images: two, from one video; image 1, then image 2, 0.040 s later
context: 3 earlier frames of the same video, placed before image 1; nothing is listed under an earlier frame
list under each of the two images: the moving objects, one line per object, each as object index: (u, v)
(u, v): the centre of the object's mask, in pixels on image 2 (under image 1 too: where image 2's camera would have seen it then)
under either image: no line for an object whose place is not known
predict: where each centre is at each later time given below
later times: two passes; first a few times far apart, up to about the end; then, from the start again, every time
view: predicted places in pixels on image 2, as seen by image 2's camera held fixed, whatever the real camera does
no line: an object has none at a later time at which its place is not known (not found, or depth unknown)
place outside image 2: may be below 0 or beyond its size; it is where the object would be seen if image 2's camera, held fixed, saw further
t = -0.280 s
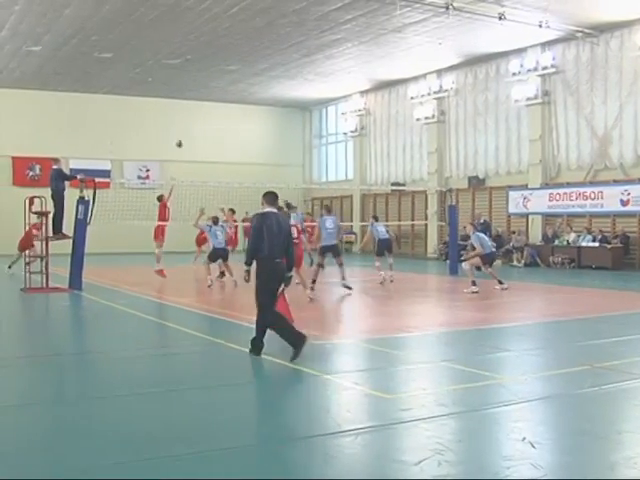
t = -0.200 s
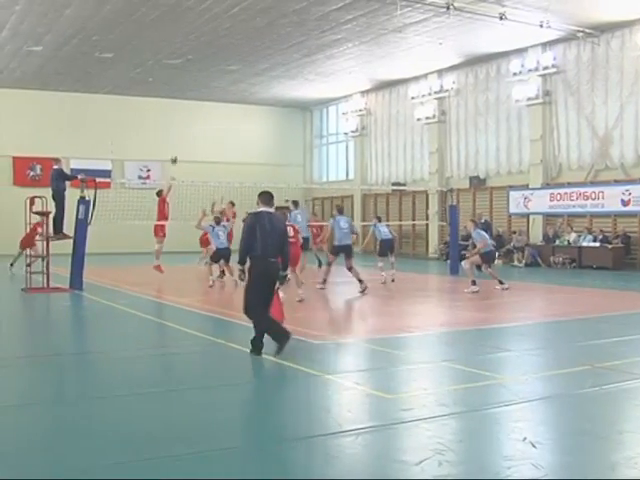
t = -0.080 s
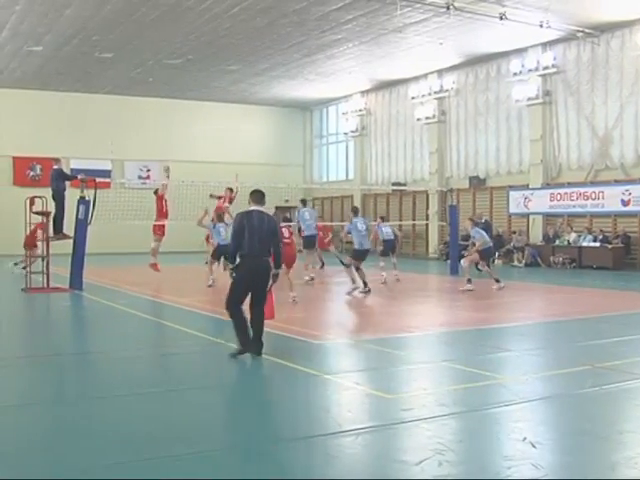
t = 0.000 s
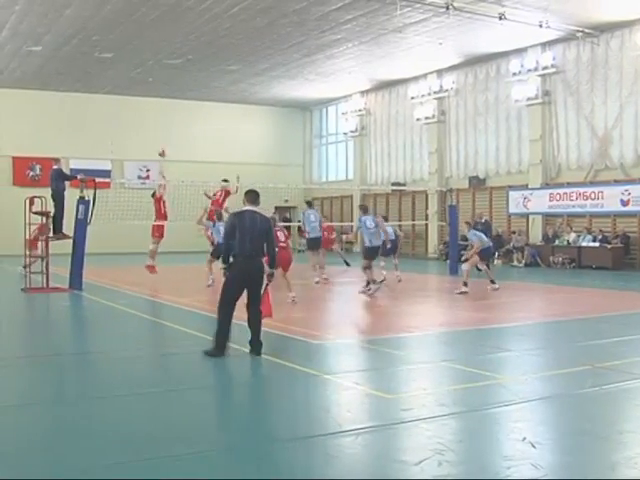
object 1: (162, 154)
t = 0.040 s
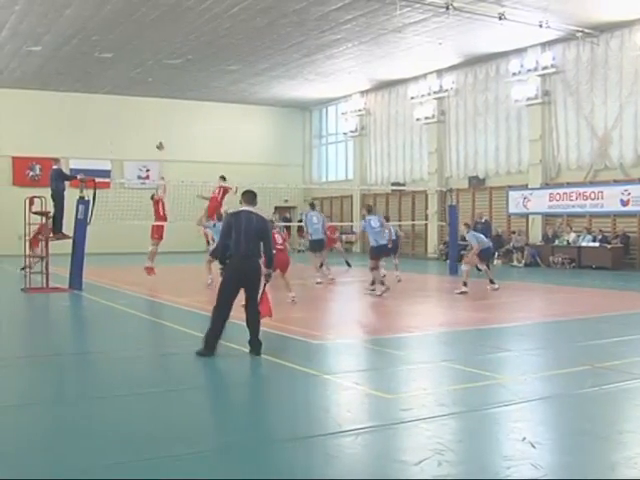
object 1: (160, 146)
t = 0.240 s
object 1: (150, 119)
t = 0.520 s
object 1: (140, 109)
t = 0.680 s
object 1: (132, 115)
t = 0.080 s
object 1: (158, 139)
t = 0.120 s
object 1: (156, 133)
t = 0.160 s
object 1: (154, 128)
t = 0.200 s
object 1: (152, 123)
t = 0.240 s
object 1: (150, 119)
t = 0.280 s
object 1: (149, 116)
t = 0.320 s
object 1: (147, 113)
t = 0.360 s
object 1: (145, 111)
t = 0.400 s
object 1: (144, 110)
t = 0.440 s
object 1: (142, 109)
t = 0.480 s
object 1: (141, 109)
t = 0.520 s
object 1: (140, 109)
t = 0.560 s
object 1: (139, 110)
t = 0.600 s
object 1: (137, 111)
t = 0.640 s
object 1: (135, 113)
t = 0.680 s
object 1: (132, 115)
